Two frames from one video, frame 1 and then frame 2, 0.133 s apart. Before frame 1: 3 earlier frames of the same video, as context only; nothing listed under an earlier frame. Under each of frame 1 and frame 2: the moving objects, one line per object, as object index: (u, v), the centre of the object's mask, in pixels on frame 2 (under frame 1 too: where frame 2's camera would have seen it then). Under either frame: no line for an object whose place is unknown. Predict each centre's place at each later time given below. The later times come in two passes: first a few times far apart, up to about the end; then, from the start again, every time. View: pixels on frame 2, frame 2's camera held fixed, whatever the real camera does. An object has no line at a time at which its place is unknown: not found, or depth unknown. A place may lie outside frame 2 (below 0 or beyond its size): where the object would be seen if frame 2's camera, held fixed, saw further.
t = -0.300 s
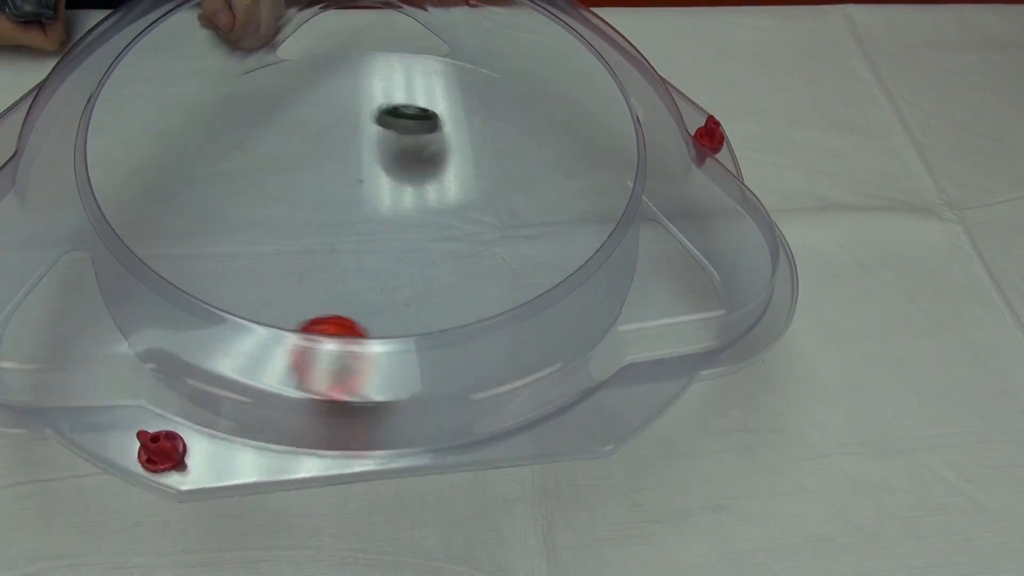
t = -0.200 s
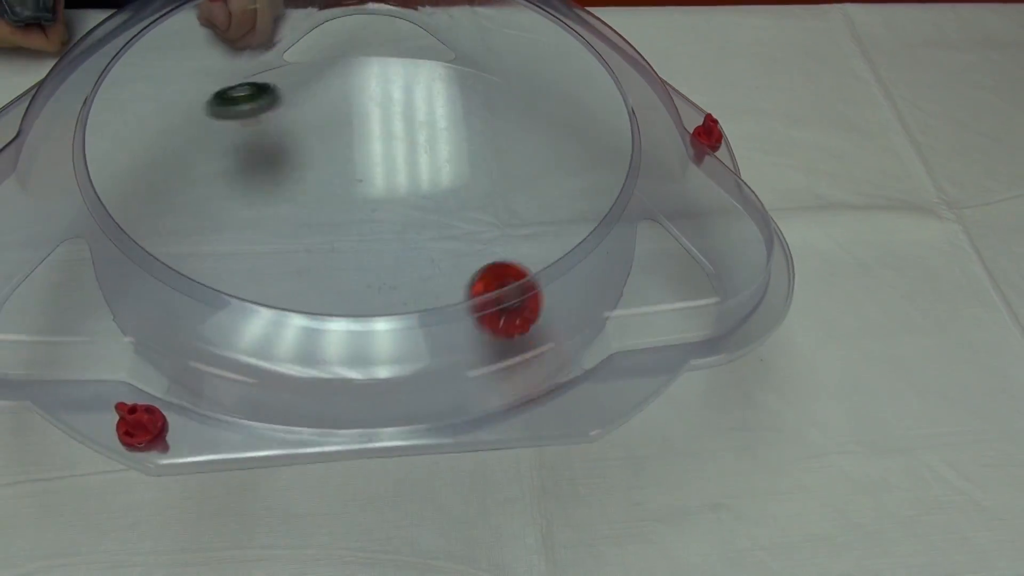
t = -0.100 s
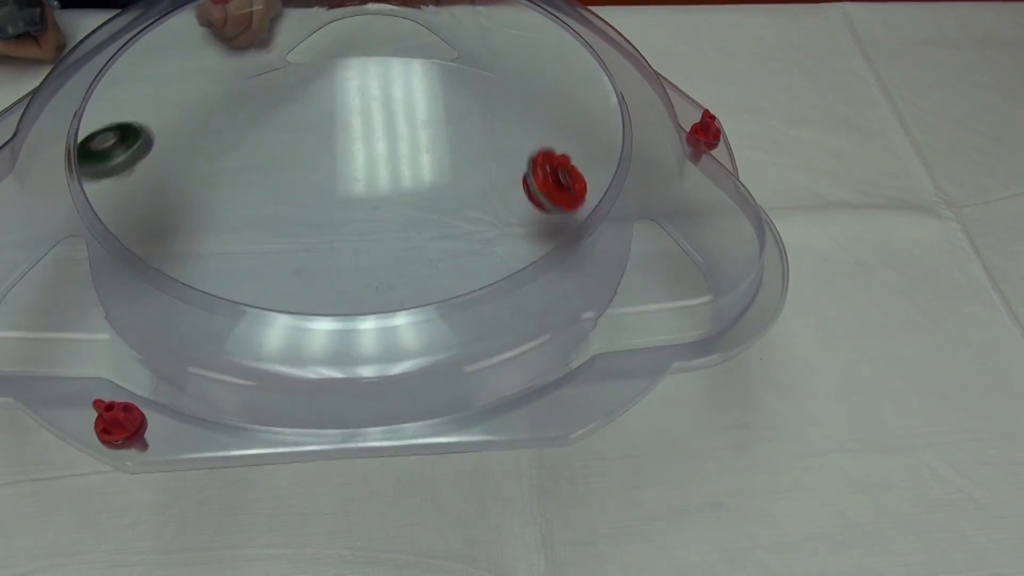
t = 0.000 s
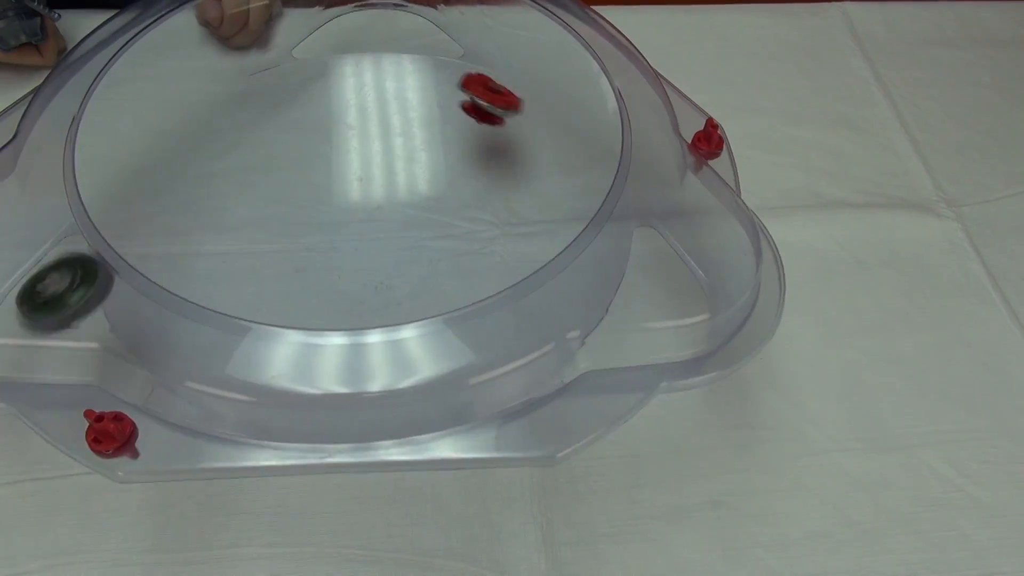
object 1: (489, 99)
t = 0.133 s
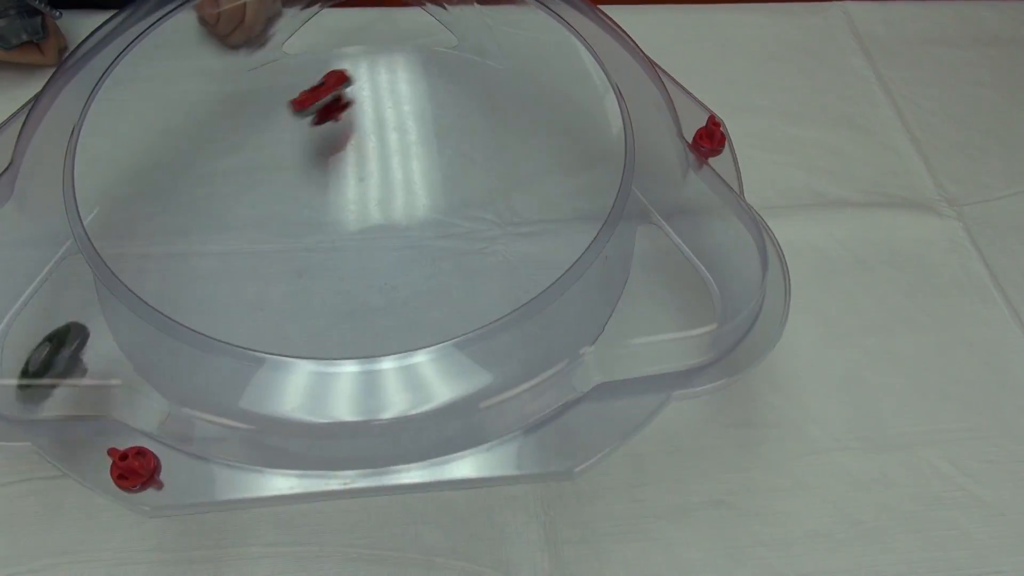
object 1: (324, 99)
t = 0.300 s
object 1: (214, 276)
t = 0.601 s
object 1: (515, 291)
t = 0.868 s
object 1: (450, 168)
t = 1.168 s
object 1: (331, 238)
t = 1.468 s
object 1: (371, 280)
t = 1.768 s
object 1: (410, 262)
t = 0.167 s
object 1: (281, 123)
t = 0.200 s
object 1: (244, 156)
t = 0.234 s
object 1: (217, 195)
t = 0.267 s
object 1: (208, 235)
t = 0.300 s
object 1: (214, 276)
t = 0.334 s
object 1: (230, 309)
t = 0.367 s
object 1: (263, 331)
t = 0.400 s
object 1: (306, 353)
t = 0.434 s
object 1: (357, 362)
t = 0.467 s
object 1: (406, 360)
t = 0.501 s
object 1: (448, 348)
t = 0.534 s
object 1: (479, 334)
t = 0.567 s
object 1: (501, 315)
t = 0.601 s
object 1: (515, 291)
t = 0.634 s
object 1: (521, 268)
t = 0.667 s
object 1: (520, 246)
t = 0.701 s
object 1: (514, 226)
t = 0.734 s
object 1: (507, 208)
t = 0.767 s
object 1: (497, 193)
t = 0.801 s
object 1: (483, 181)
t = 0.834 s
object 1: (468, 172)
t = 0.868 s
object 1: (450, 168)
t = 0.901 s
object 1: (430, 169)
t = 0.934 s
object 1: (410, 178)
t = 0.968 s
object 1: (393, 189)
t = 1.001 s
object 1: (379, 199)
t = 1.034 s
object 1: (367, 210)
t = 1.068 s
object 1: (358, 219)
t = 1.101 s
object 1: (348, 226)
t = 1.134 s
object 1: (340, 232)
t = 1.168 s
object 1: (331, 238)
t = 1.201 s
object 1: (325, 242)
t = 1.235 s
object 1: (322, 246)
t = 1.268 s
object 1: (320, 251)
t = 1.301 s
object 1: (320, 257)
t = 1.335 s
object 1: (321, 263)
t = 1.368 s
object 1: (328, 269)
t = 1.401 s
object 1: (340, 275)
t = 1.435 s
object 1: (356, 278)
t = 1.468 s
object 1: (371, 280)
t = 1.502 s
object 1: (387, 281)
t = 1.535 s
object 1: (401, 282)
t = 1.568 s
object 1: (414, 281)
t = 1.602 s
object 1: (424, 278)
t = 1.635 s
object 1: (430, 274)
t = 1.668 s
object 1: (431, 270)
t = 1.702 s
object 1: (427, 266)
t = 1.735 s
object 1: (421, 263)
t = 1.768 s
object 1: (410, 262)
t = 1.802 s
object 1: (399, 262)
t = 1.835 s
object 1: (387, 264)
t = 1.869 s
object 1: (377, 266)
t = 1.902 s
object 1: (370, 267)
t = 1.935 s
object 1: (363, 268)
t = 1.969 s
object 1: (360, 267)
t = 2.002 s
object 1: (359, 264)
